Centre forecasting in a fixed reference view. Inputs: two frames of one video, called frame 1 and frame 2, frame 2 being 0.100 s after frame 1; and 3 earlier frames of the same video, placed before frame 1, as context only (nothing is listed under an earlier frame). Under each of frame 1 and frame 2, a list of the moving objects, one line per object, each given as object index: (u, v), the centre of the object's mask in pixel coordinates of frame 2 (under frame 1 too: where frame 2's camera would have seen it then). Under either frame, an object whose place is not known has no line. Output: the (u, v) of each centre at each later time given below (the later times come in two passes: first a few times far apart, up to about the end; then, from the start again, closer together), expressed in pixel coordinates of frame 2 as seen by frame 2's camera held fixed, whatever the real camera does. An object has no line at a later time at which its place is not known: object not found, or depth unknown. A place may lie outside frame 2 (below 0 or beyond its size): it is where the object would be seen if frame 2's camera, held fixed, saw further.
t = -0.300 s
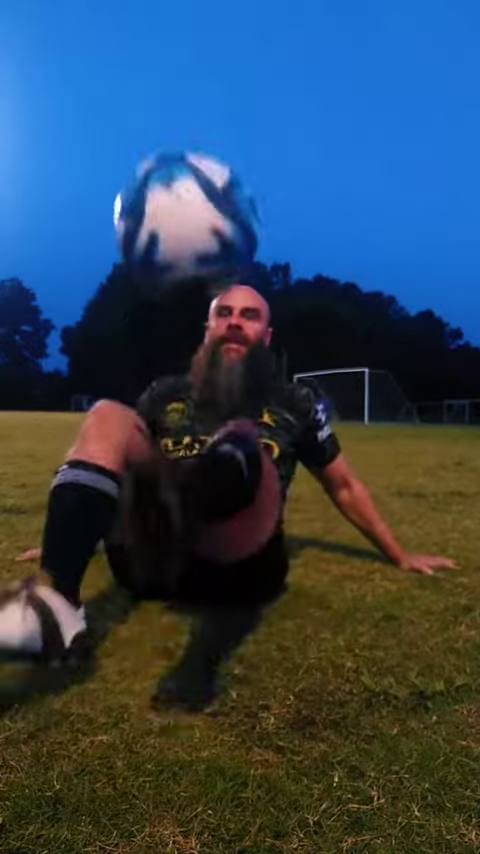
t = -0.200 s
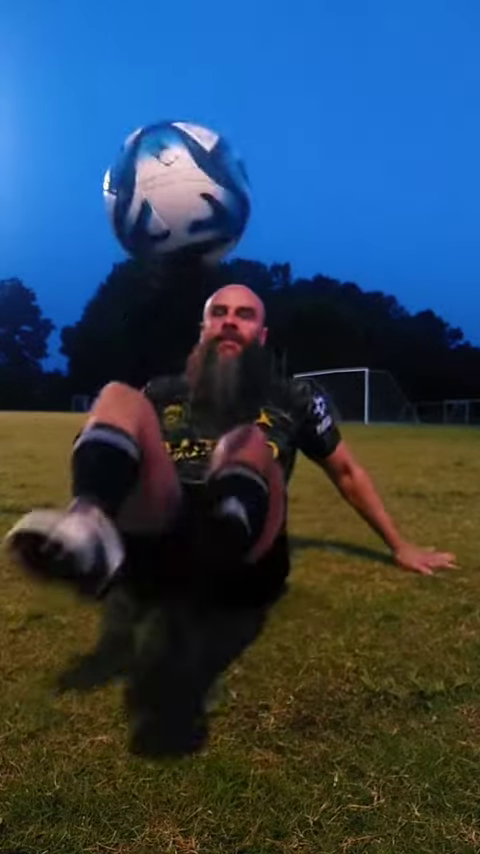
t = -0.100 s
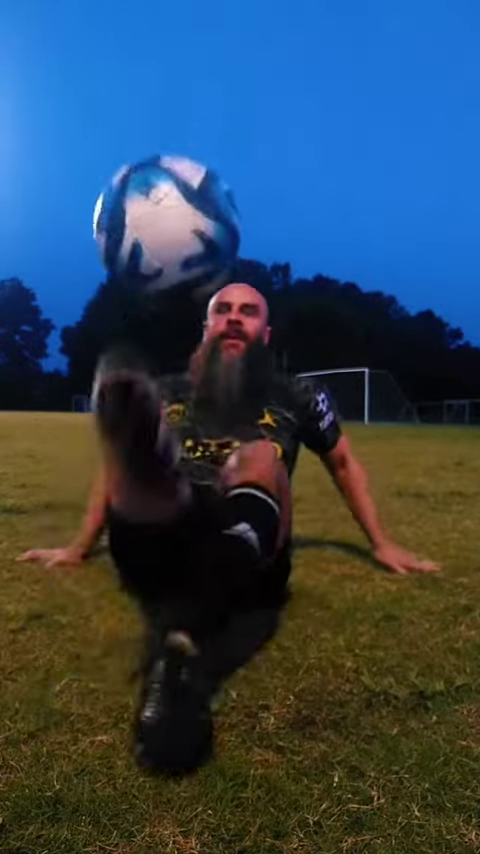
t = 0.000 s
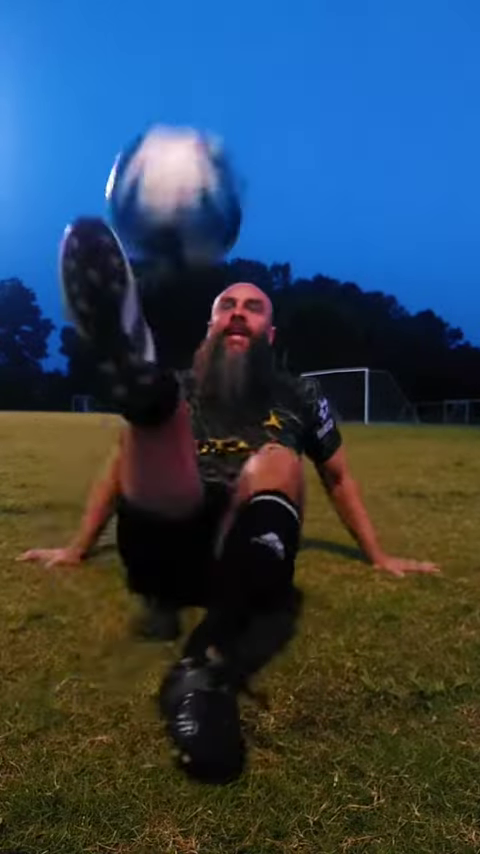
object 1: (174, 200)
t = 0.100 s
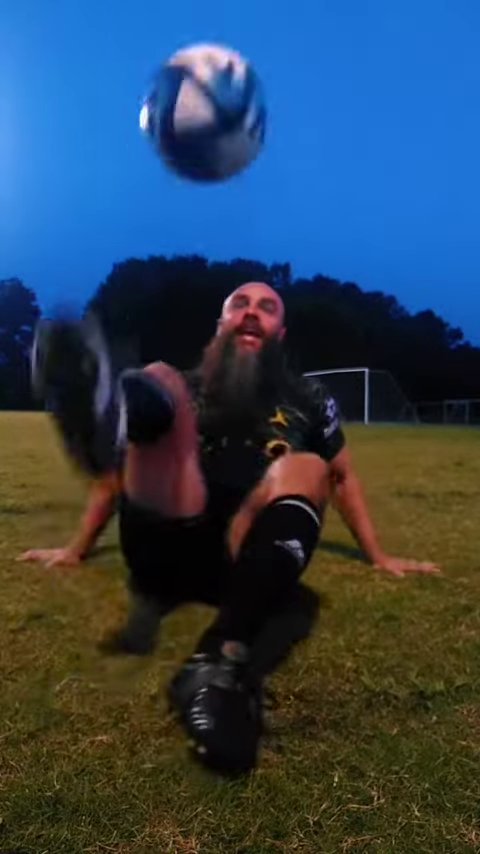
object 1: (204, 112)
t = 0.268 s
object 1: (239, 111)
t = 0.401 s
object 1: (258, 194)
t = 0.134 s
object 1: (212, 100)
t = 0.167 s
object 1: (220, 95)
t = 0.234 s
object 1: (233, 101)
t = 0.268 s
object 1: (239, 111)
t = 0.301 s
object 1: (244, 125)
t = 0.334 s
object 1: (249, 144)
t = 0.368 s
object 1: (253, 167)
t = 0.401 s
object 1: (258, 194)
